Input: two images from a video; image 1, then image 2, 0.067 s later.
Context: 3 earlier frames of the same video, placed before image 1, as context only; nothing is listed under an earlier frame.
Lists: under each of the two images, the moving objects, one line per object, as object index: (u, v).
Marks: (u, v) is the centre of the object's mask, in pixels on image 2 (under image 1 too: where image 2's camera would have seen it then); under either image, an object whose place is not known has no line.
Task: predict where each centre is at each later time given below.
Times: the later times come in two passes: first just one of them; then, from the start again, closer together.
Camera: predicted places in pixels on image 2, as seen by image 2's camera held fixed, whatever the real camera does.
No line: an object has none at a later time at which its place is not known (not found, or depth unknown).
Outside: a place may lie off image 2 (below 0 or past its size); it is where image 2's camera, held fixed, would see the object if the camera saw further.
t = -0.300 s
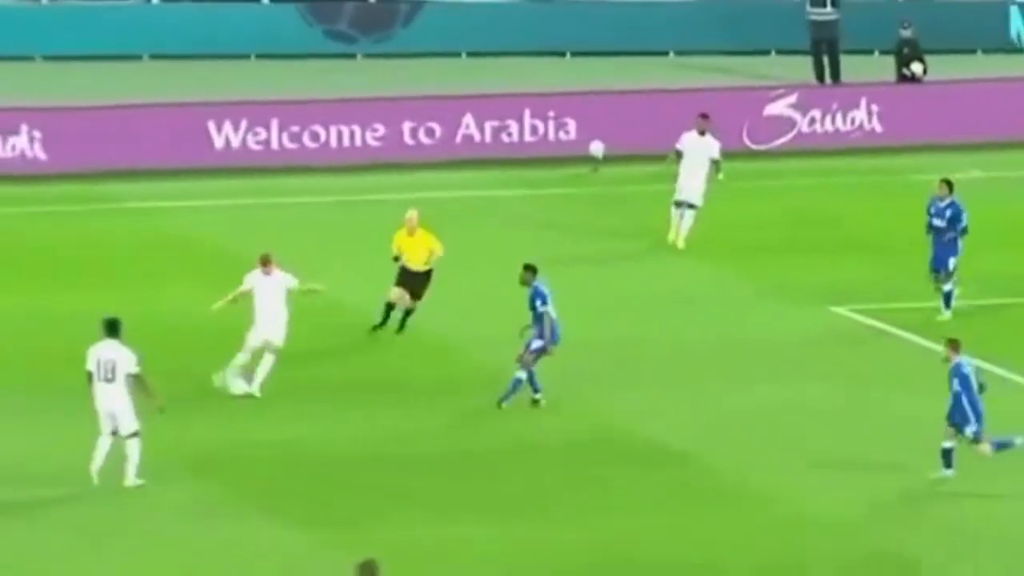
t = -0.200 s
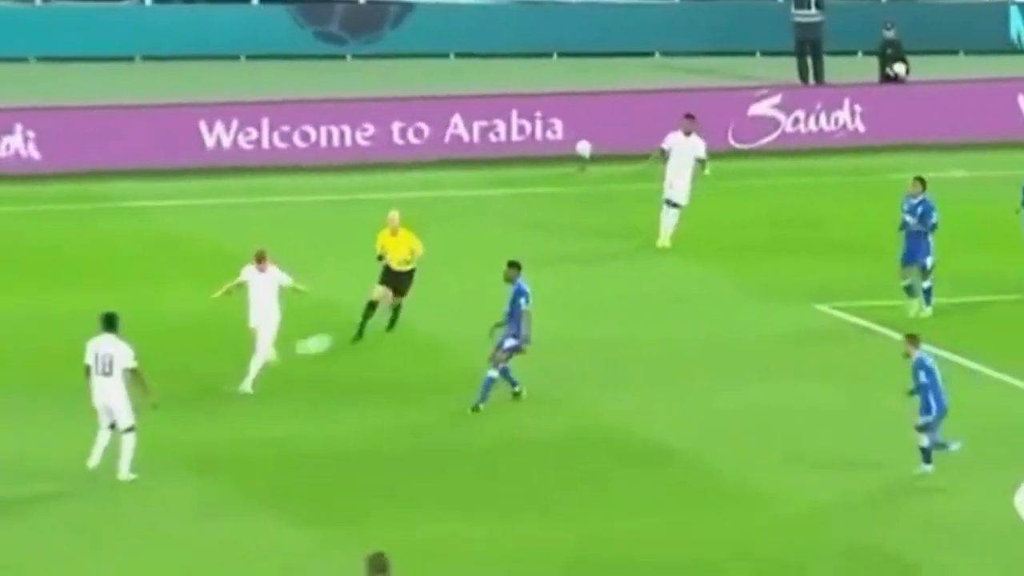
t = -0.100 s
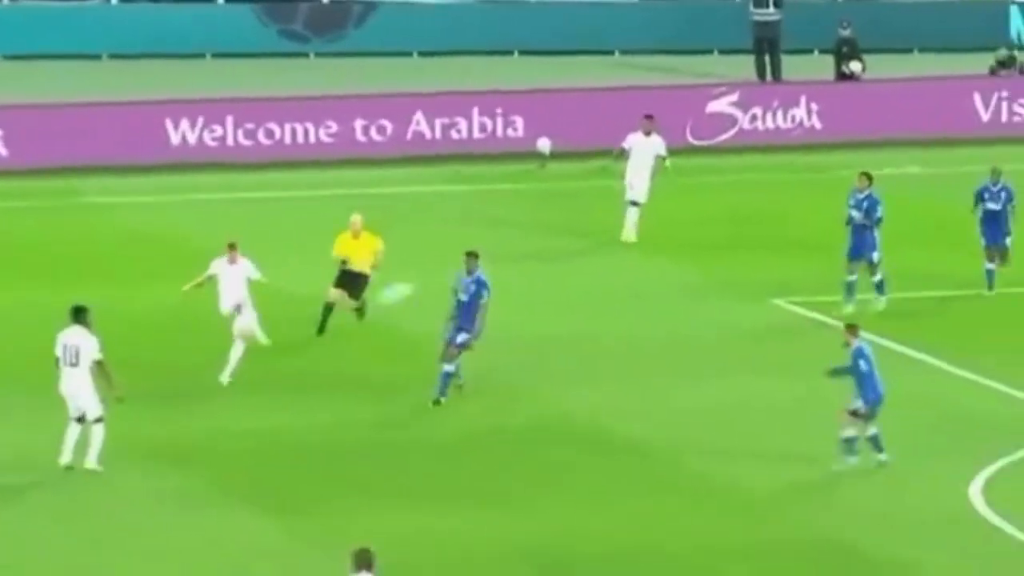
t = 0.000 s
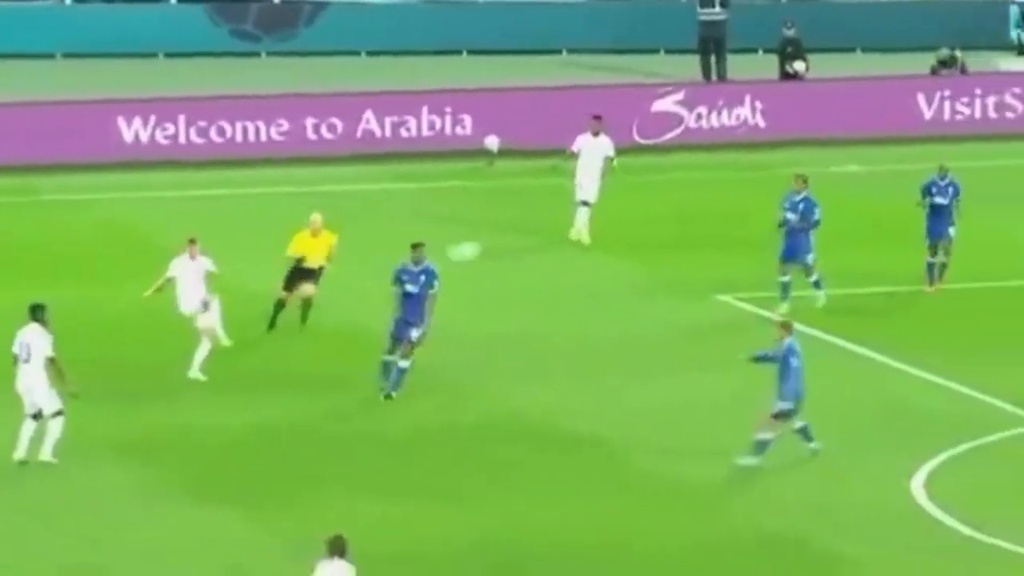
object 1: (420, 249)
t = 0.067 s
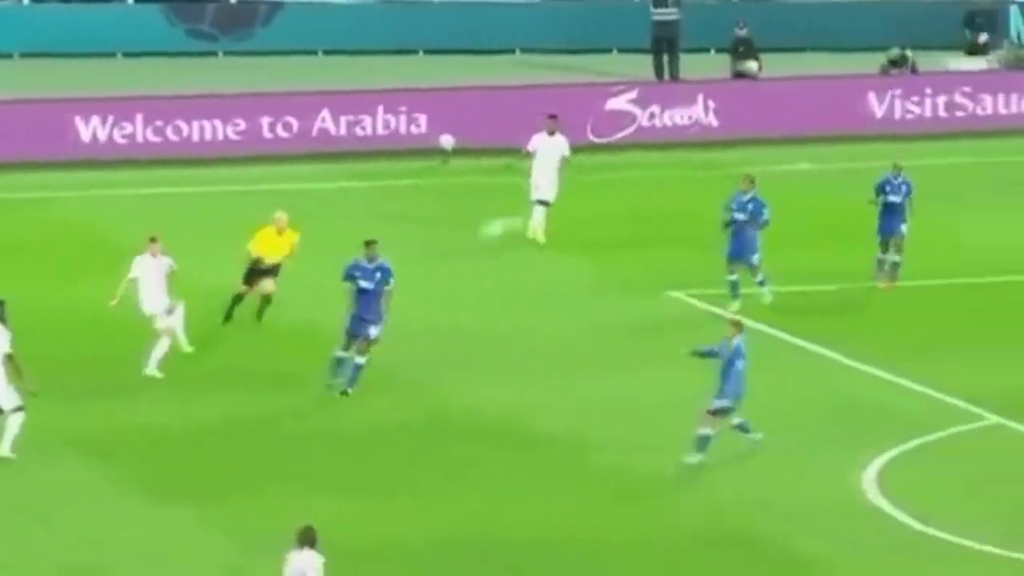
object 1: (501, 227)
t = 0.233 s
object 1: (705, 186)
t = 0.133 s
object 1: (579, 208)
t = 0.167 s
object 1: (621, 200)
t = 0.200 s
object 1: (662, 193)
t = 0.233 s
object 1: (705, 186)
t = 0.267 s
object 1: (746, 180)
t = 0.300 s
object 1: (790, 175)
